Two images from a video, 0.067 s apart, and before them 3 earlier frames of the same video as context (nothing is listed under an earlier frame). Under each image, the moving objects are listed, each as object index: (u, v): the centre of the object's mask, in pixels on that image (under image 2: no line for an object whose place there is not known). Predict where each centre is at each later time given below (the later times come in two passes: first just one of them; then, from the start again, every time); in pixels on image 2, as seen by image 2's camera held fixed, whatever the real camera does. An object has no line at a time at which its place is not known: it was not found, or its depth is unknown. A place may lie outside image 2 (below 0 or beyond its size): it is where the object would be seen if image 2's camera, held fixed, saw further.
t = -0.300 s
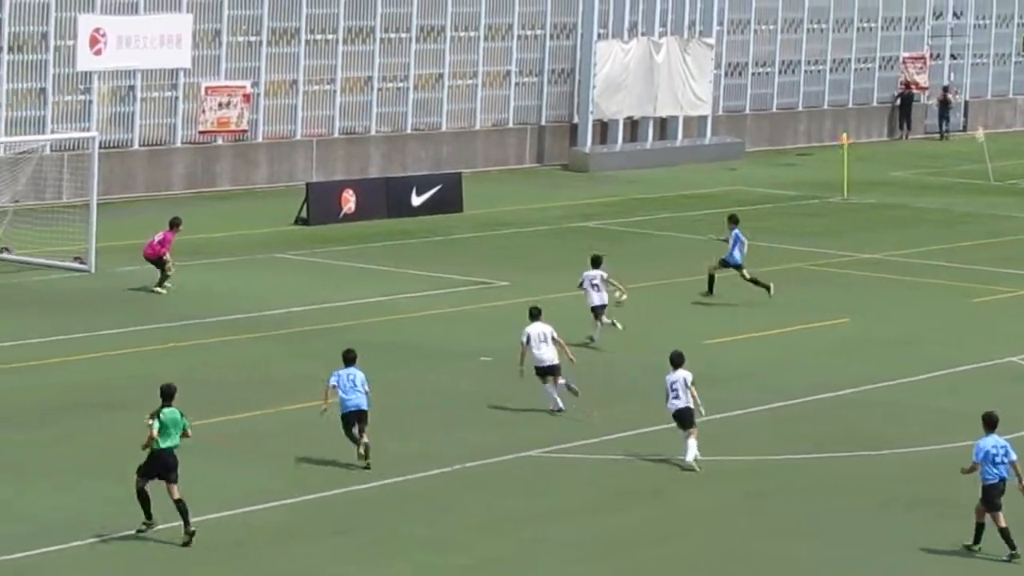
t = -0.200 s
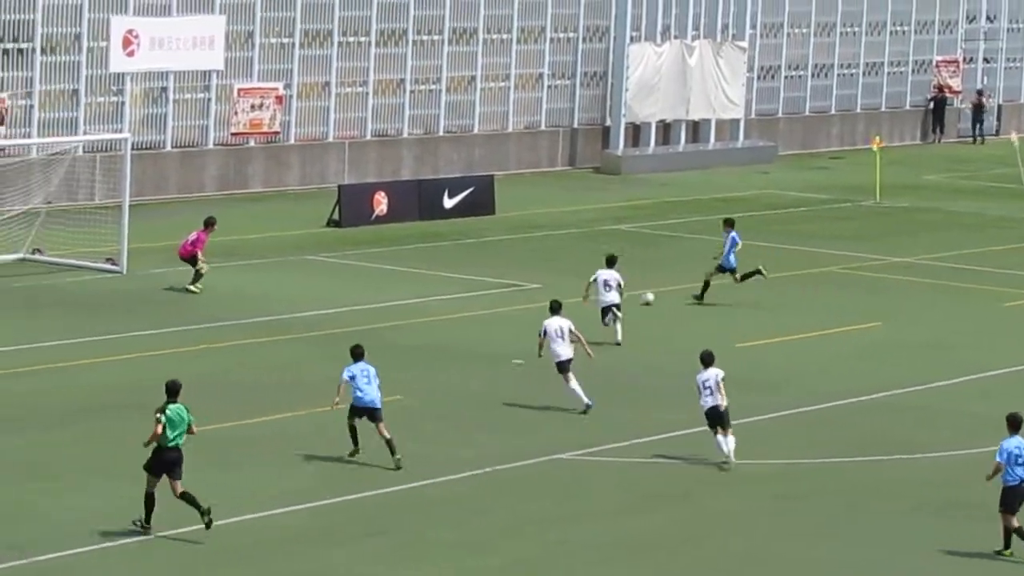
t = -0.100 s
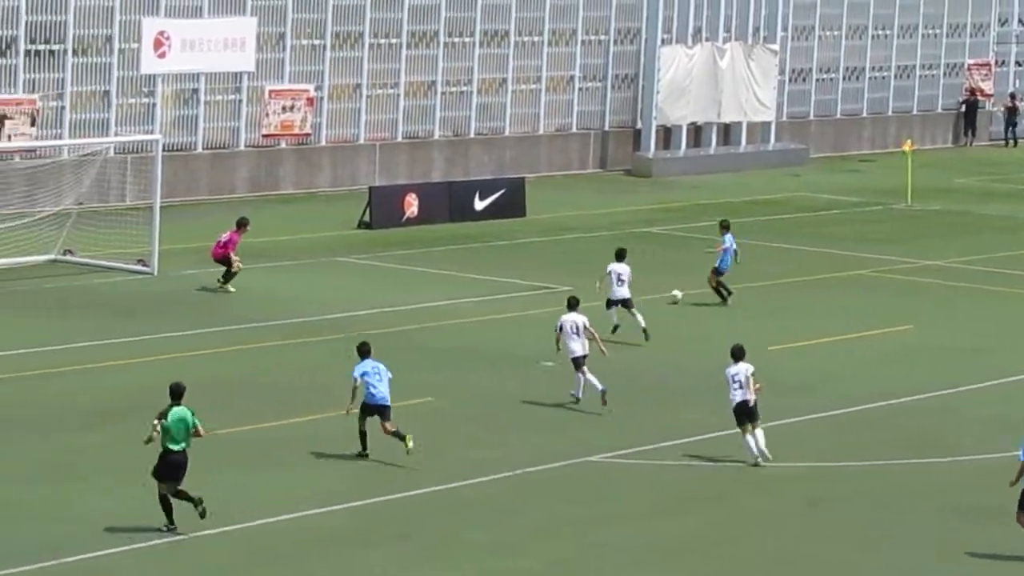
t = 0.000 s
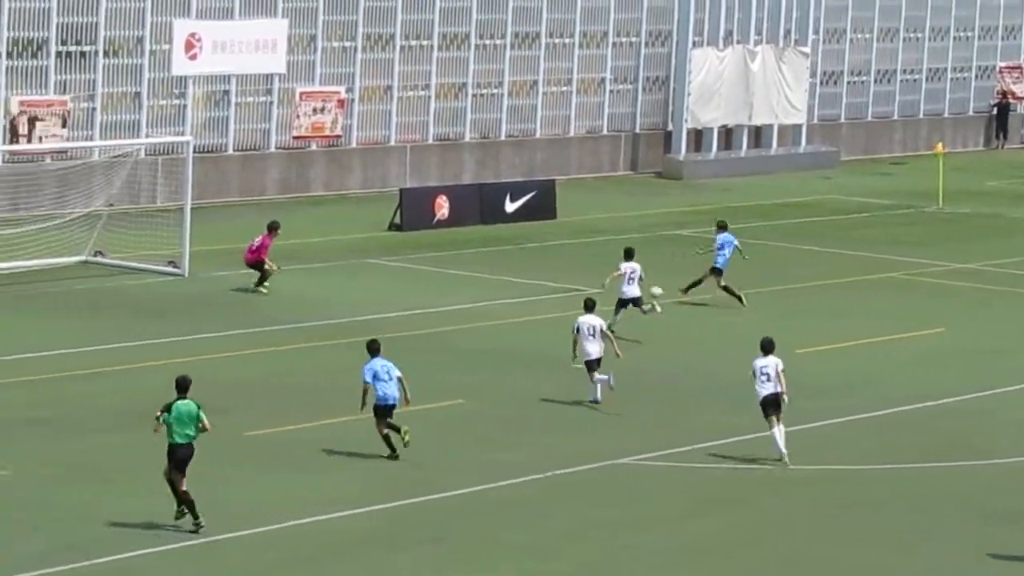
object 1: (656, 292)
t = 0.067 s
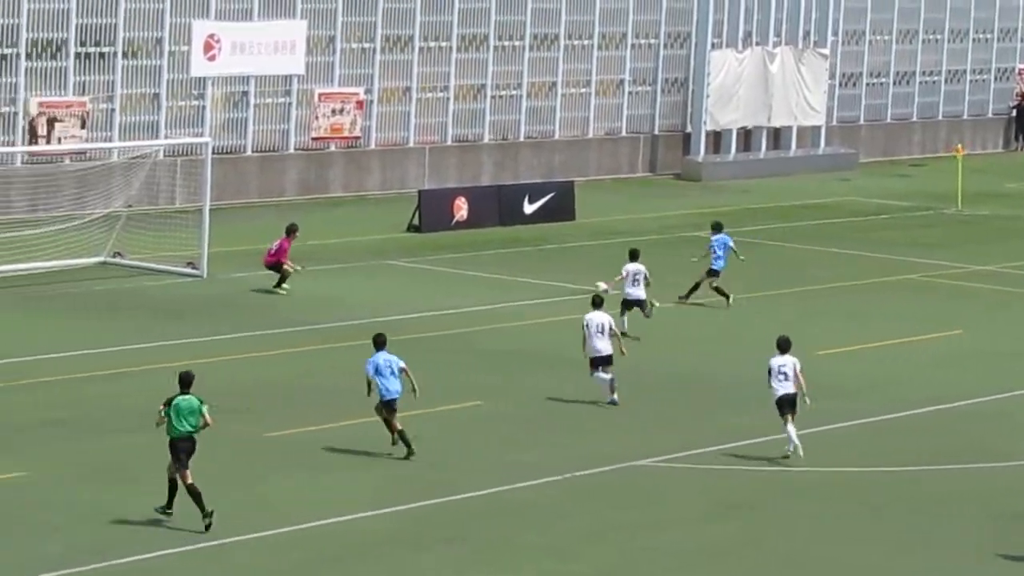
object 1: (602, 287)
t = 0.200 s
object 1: (454, 282)
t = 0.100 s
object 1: (565, 284)
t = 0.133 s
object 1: (527, 283)
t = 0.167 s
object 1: (490, 282)
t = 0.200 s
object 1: (454, 282)
